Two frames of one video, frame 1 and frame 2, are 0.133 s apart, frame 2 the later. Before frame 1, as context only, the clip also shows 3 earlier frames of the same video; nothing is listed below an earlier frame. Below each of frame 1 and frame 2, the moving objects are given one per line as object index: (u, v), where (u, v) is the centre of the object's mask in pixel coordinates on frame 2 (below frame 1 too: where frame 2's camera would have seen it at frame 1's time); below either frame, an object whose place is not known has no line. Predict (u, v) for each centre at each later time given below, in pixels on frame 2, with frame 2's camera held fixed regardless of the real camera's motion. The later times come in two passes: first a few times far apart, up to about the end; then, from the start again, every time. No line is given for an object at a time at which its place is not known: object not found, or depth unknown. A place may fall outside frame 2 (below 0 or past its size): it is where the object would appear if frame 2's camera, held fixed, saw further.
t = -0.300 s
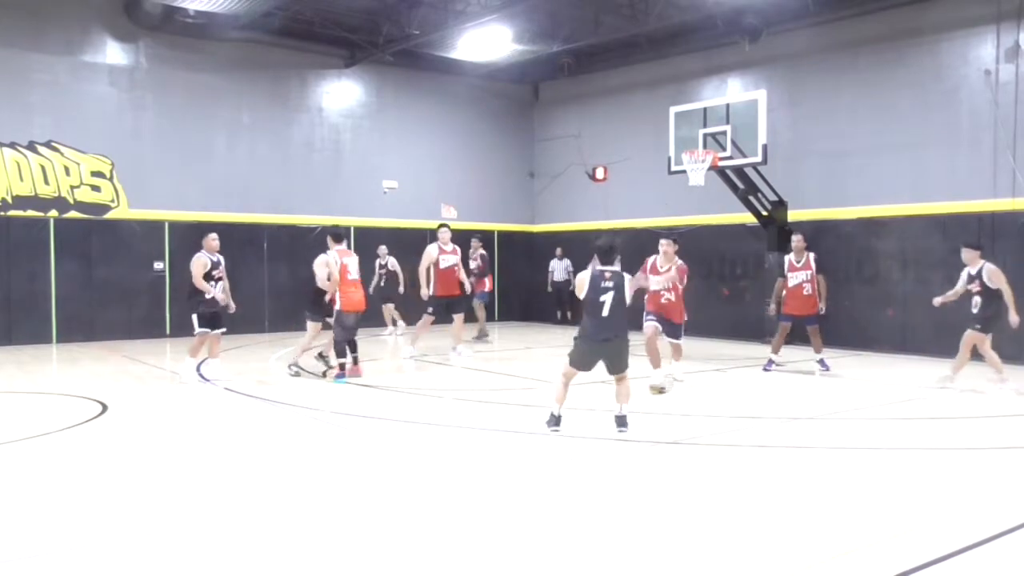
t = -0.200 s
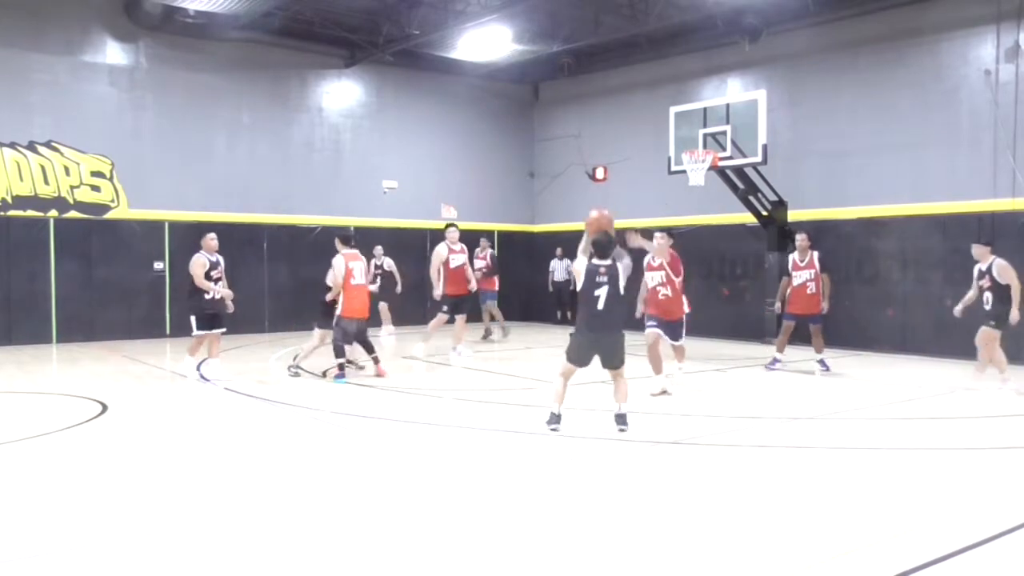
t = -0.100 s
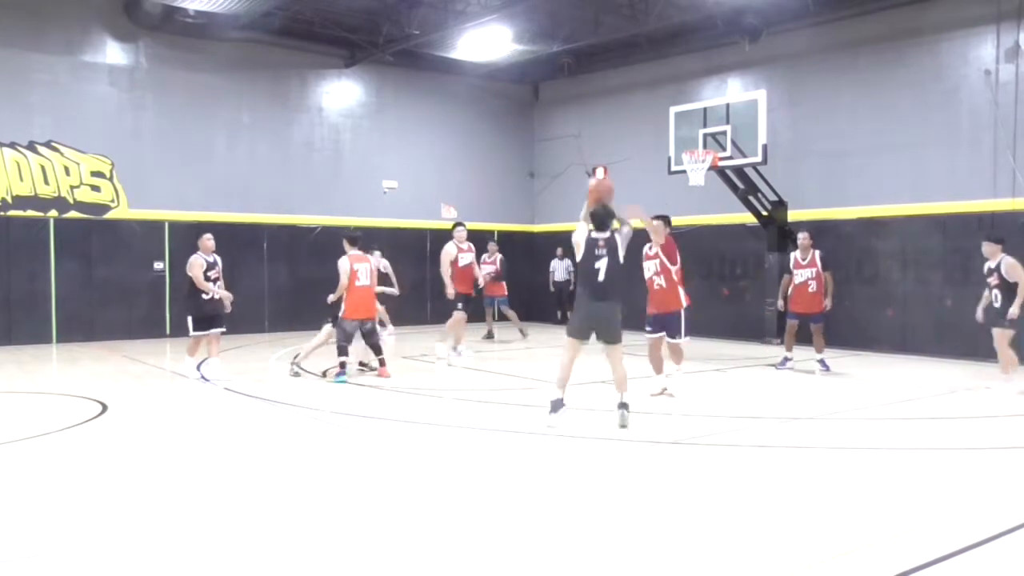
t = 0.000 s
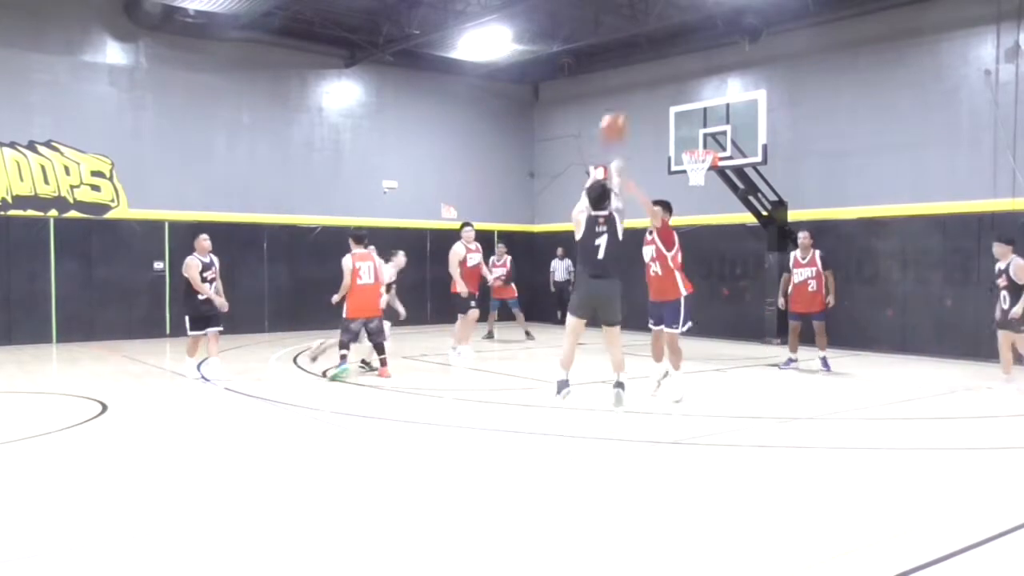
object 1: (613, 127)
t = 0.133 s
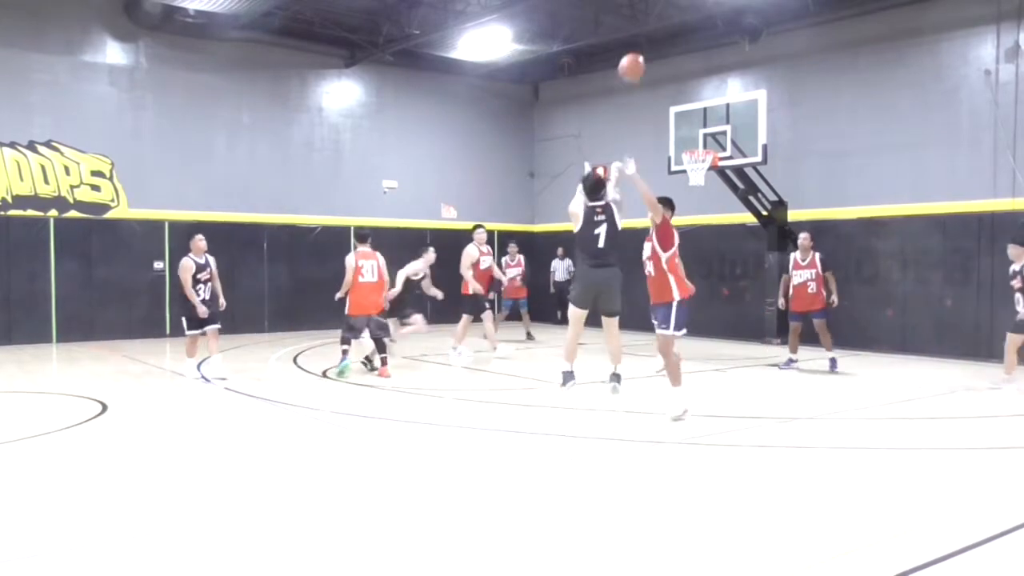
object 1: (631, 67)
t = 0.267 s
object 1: (647, 33)
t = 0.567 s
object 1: (671, 26)
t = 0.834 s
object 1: (687, 73)
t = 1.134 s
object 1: (700, 139)
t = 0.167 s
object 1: (636, 57)
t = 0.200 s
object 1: (640, 47)
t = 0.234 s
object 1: (643, 40)
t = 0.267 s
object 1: (647, 33)
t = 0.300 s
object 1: (650, 28)
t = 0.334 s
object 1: (651, 24)
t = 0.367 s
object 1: (654, 21)
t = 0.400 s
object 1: (657, 21)
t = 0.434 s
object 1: (661, 19)
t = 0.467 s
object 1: (663, 19)
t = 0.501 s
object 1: (666, 19)
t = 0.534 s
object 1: (669, 22)
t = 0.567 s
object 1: (671, 26)
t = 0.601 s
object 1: (673, 30)
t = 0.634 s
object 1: (676, 34)
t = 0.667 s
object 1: (676, 41)
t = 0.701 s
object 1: (679, 45)
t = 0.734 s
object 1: (681, 51)
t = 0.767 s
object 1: (683, 57)
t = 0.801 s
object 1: (685, 66)
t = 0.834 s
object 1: (687, 73)
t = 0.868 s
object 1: (690, 83)
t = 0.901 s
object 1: (692, 91)
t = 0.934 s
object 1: (692, 102)
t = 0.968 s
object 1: (696, 113)
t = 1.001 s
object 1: (696, 123)
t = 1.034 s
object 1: (698, 135)
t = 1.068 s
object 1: (700, 145)
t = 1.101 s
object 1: (700, 142)
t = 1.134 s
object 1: (700, 139)
